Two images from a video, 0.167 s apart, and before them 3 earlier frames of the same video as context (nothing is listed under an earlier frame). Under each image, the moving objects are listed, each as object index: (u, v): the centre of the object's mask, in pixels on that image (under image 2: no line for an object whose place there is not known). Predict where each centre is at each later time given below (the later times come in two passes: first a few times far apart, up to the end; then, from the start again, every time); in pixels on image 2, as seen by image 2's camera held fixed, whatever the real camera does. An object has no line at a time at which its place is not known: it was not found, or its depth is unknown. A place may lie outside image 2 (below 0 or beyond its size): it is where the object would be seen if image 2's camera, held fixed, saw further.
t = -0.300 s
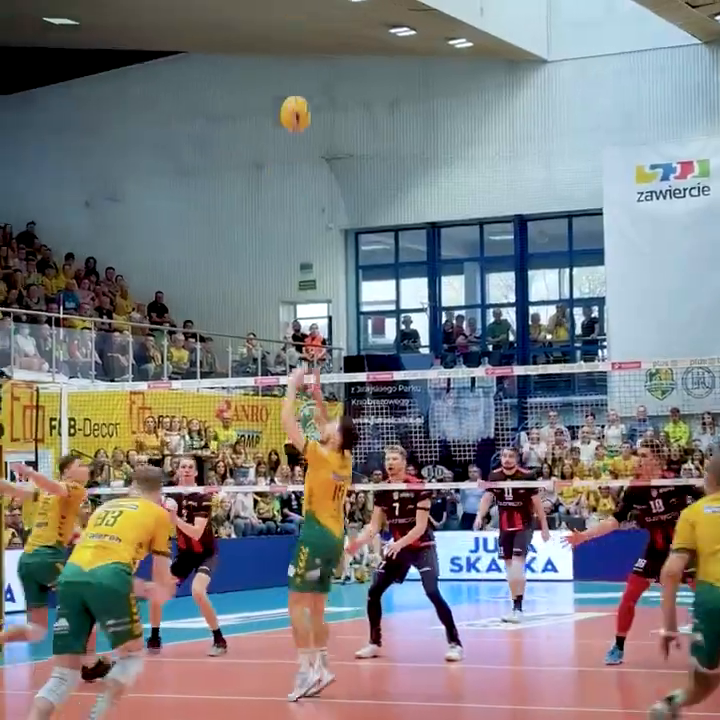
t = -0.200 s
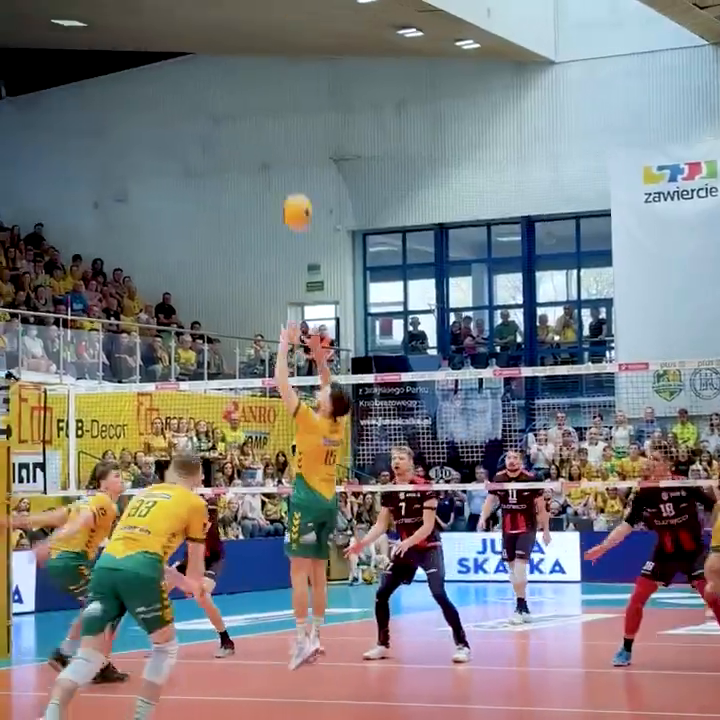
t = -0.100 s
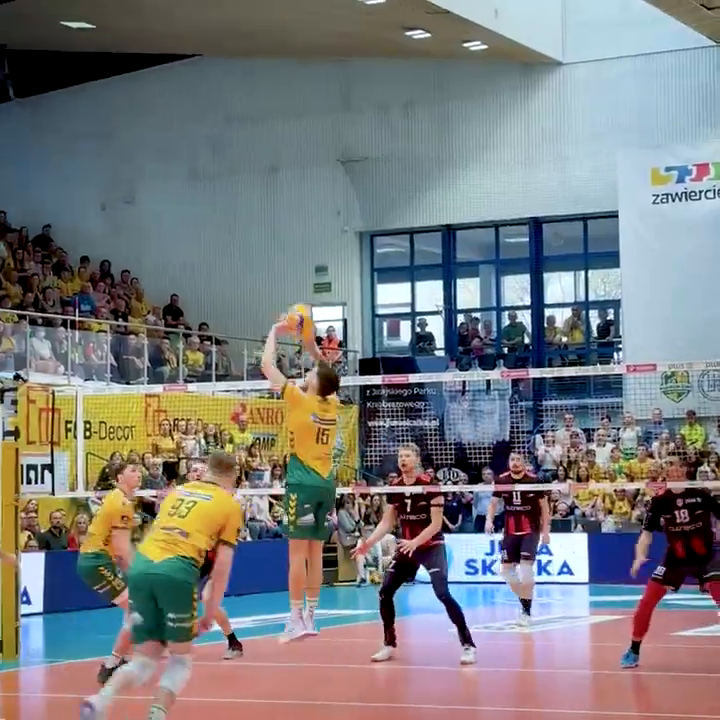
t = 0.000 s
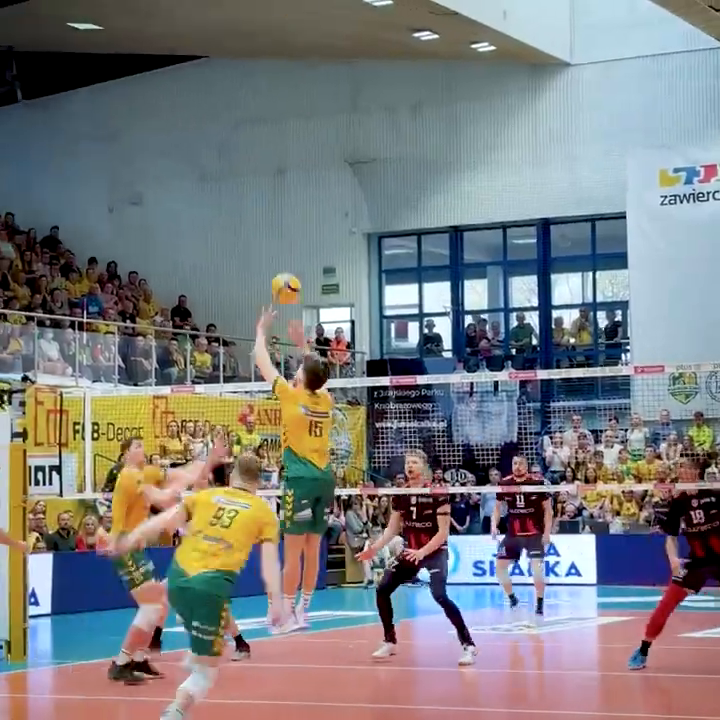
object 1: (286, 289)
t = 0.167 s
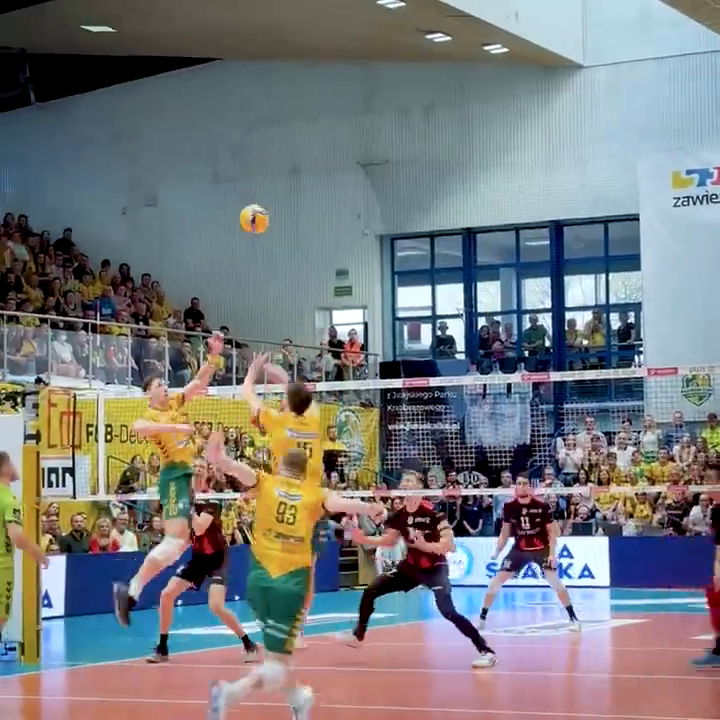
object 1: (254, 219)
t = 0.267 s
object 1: (229, 196)
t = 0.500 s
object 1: (178, 191)
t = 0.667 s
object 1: (147, 226)
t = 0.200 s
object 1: (245, 210)
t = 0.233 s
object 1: (237, 202)
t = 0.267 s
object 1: (229, 196)
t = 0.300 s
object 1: (222, 191)
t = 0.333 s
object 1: (214, 188)
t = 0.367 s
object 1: (207, 186)
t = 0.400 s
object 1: (200, 185)
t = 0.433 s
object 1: (192, 186)
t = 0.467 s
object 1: (185, 188)
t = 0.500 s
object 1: (178, 191)
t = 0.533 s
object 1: (172, 196)
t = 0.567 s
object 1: (166, 201)
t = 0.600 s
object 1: (159, 208)
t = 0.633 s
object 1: (153, 217)
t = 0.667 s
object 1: (147, 226)
